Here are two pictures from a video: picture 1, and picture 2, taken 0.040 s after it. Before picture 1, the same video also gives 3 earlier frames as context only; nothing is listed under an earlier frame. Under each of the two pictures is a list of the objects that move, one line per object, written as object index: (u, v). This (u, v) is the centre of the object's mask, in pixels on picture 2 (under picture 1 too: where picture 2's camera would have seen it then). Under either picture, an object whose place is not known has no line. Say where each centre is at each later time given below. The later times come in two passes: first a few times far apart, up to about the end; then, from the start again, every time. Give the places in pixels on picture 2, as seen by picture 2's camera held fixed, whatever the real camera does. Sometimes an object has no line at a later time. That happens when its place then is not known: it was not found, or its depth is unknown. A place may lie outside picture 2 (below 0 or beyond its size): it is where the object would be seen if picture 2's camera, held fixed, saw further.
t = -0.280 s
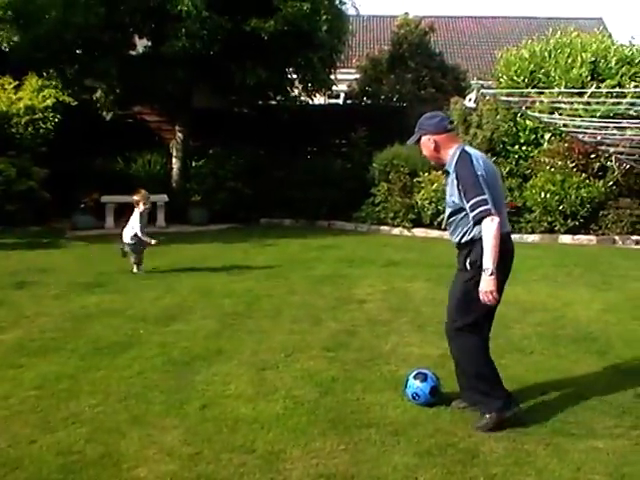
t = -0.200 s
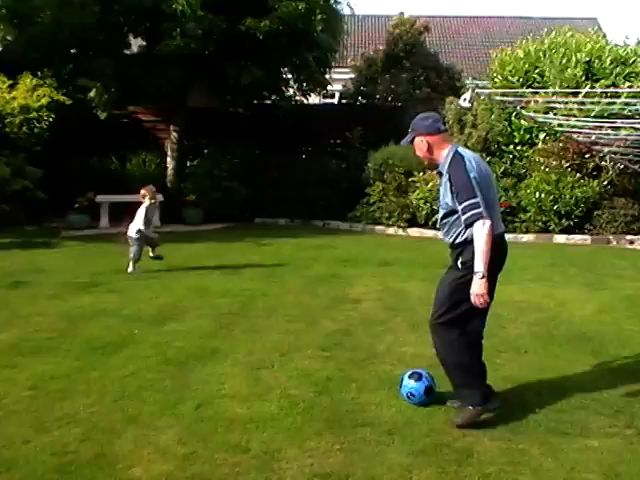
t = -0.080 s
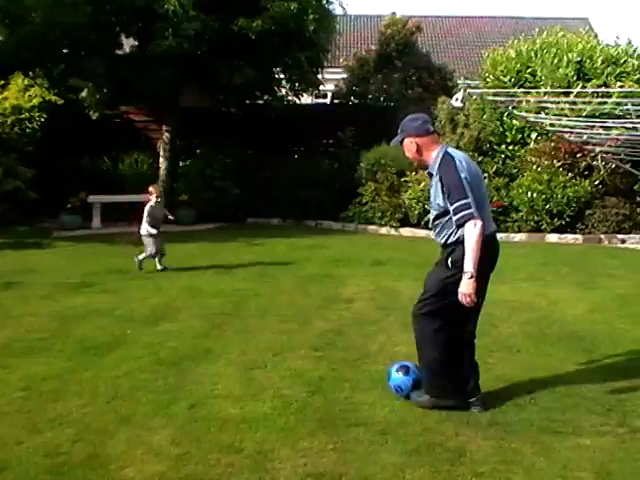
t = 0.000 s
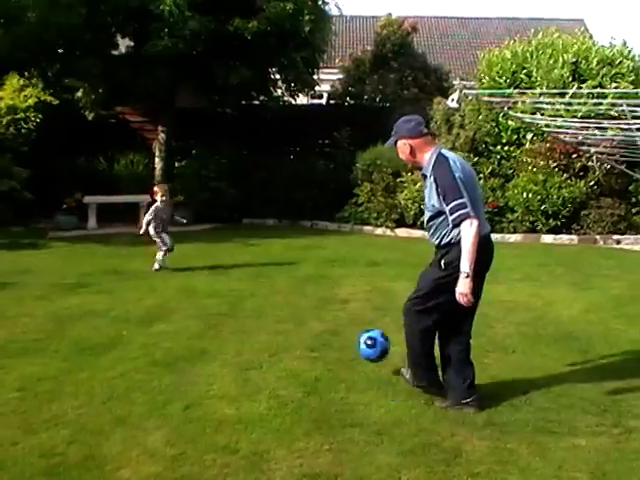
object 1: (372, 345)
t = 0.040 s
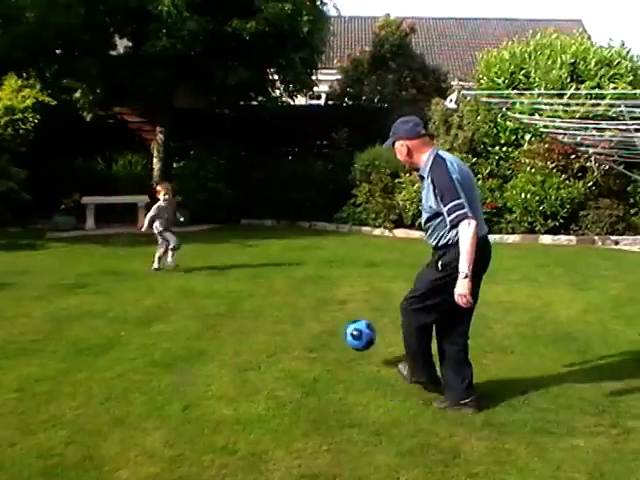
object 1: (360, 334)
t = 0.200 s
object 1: (322, 318)
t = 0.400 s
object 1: (297, 304)
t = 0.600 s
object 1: (281, 294)
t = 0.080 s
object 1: (349, 326)
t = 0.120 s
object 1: (339, 321)
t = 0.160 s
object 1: (330, 318)
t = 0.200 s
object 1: (322, 318)
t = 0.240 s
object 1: (315, 319)
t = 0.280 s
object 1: (310, 313)
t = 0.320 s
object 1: (305, 308)
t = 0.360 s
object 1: (301, 304)
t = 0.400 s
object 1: (297, 304)
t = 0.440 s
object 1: (293, 304)
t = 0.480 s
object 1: (290, 299)
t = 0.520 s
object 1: (287, 296)
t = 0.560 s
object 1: (284, 295)
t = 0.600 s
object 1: (281, 294)
